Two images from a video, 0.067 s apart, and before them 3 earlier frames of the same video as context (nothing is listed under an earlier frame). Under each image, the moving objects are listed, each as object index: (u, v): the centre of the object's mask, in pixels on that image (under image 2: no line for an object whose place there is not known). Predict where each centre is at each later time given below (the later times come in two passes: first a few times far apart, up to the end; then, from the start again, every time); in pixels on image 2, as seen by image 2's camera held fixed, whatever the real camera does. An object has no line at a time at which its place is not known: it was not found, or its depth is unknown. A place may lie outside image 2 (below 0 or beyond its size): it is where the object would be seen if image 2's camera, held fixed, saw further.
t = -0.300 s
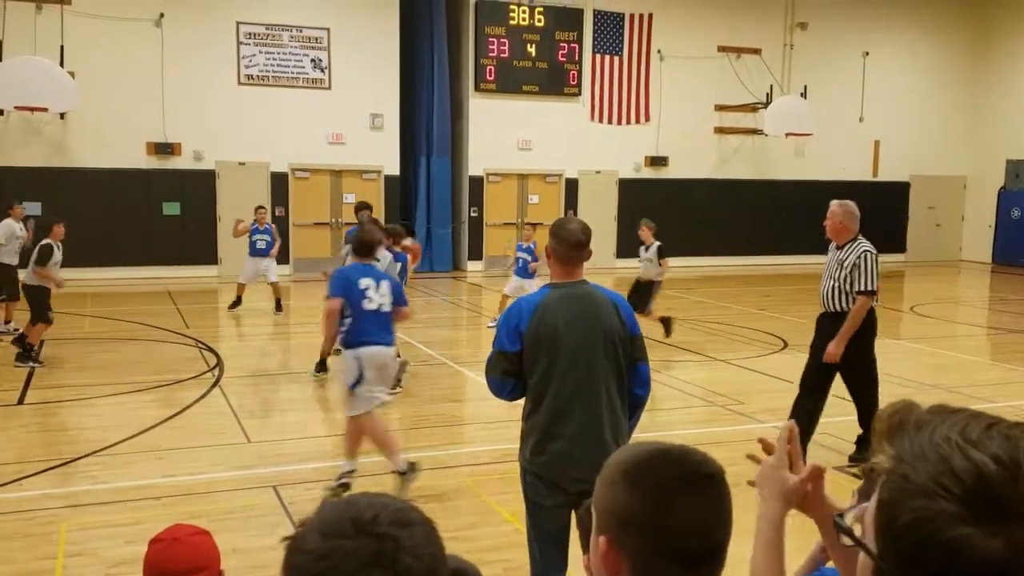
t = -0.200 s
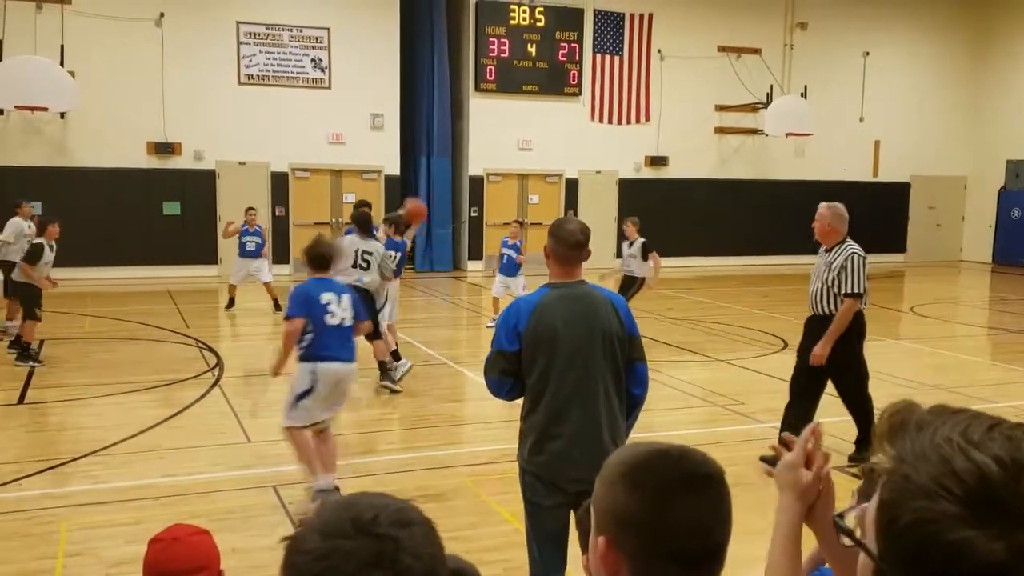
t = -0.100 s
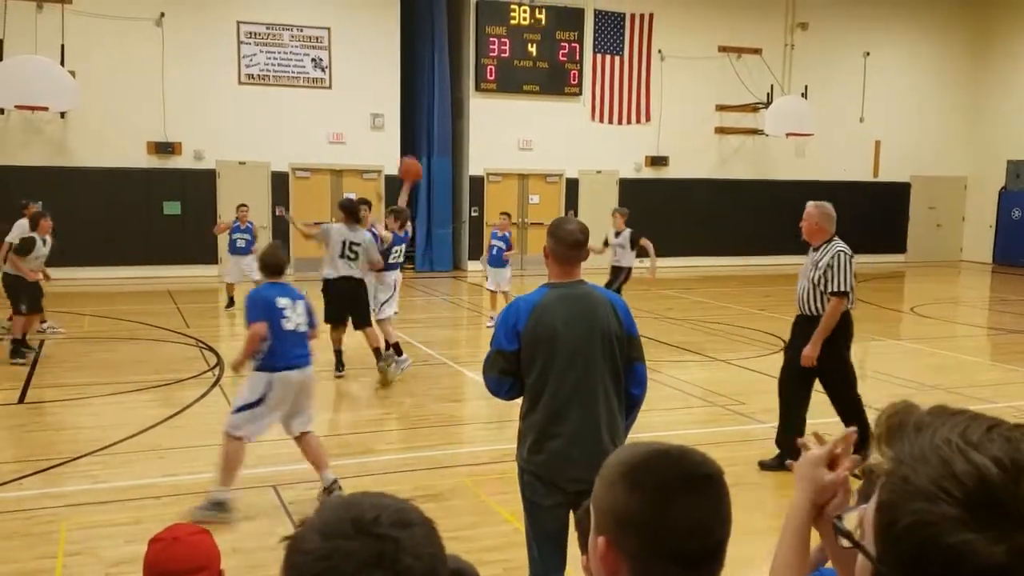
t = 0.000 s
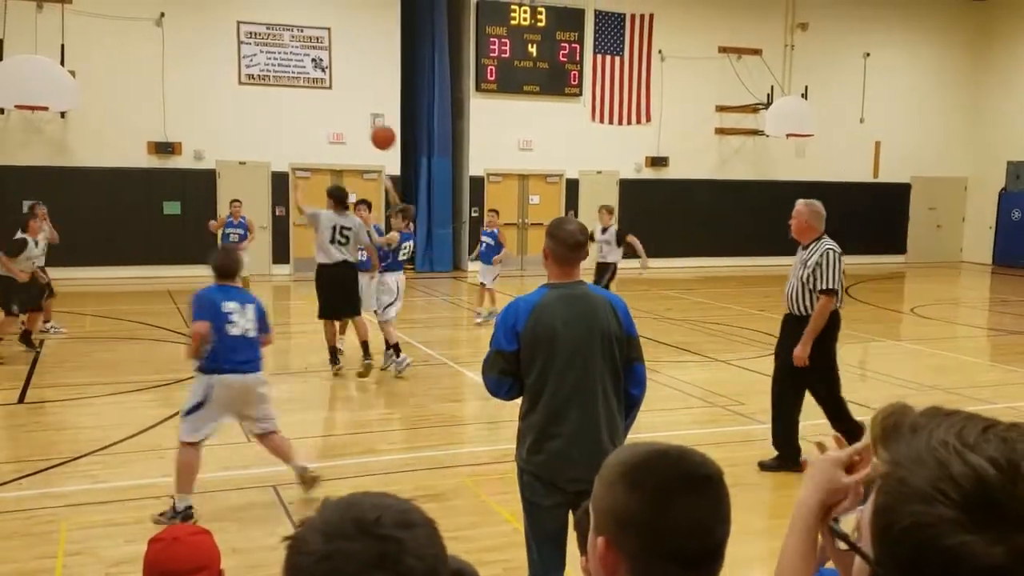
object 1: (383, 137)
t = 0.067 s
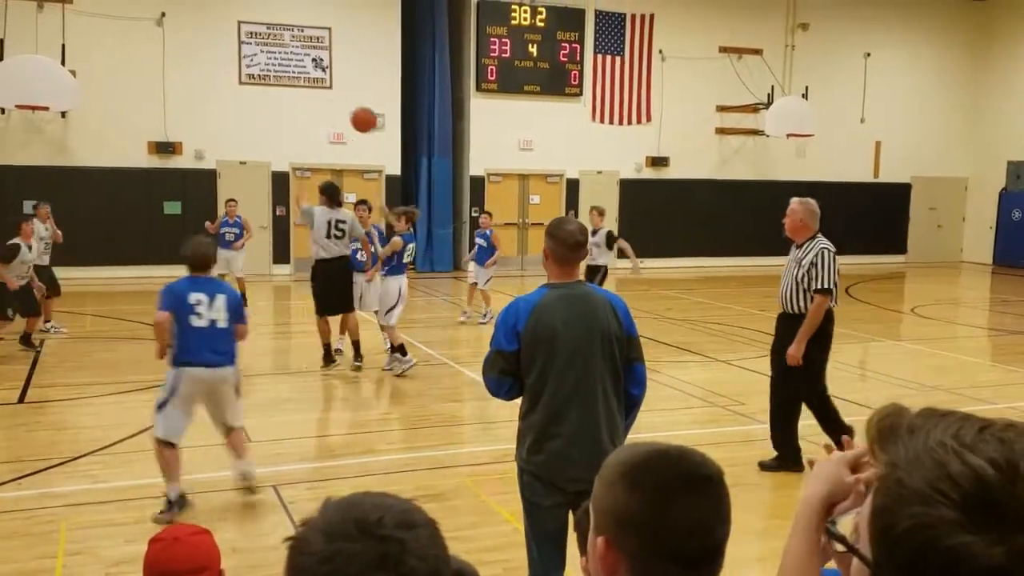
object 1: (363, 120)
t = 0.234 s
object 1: (309, 96)
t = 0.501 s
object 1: (209, 124)
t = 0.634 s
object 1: (151, 179)
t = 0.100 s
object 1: (353, 112)
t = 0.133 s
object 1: (342, 106)
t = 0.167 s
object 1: (332, 102)
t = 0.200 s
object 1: (320, 99)
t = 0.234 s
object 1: (309, 96)
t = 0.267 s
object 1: (298, 94)
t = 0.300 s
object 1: (286, 94)
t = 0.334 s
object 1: (274, 96)
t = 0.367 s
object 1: (261, 98)
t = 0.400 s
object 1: (249, 102)
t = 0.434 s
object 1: (236, 108)
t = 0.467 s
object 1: (222, 115)
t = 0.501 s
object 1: (209, 124)
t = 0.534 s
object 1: (195, 134)
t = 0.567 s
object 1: (180, 147)
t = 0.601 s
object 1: (165, 161)
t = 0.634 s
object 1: (151, 179)
